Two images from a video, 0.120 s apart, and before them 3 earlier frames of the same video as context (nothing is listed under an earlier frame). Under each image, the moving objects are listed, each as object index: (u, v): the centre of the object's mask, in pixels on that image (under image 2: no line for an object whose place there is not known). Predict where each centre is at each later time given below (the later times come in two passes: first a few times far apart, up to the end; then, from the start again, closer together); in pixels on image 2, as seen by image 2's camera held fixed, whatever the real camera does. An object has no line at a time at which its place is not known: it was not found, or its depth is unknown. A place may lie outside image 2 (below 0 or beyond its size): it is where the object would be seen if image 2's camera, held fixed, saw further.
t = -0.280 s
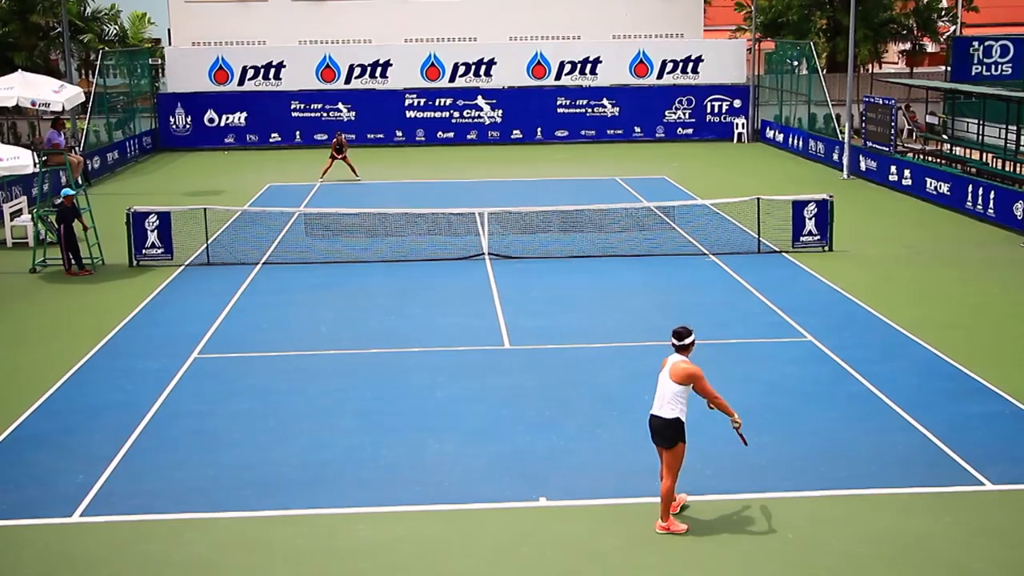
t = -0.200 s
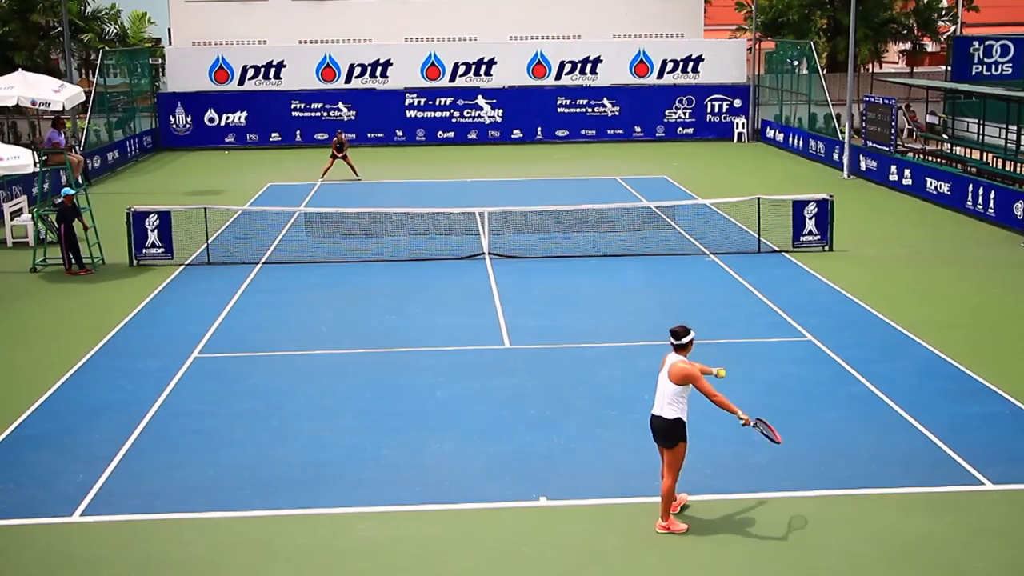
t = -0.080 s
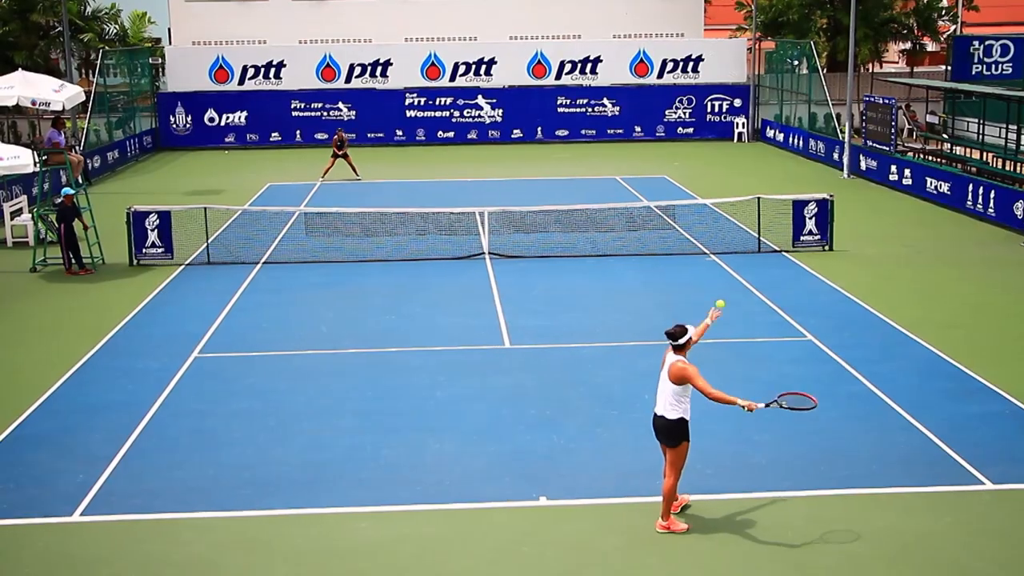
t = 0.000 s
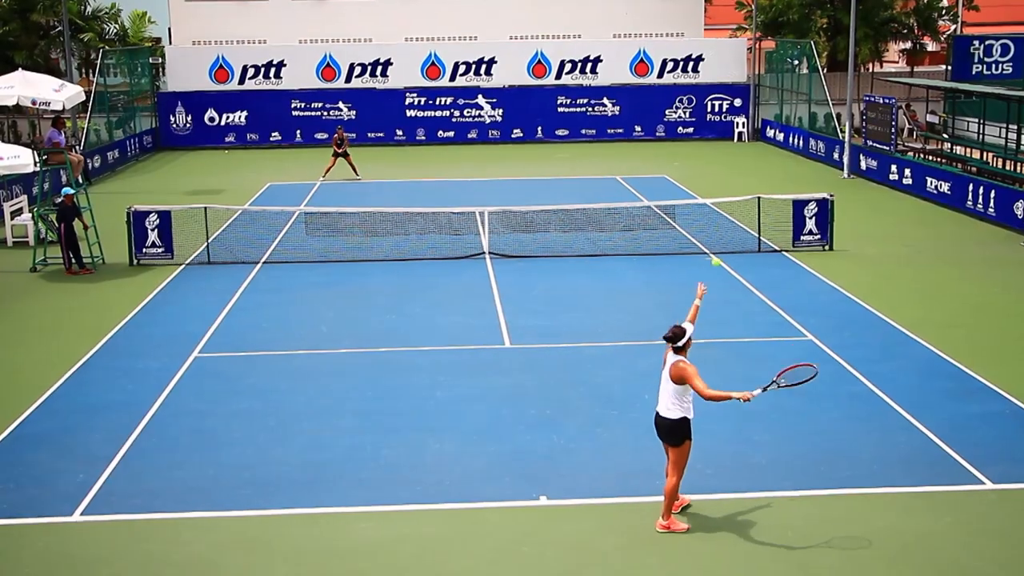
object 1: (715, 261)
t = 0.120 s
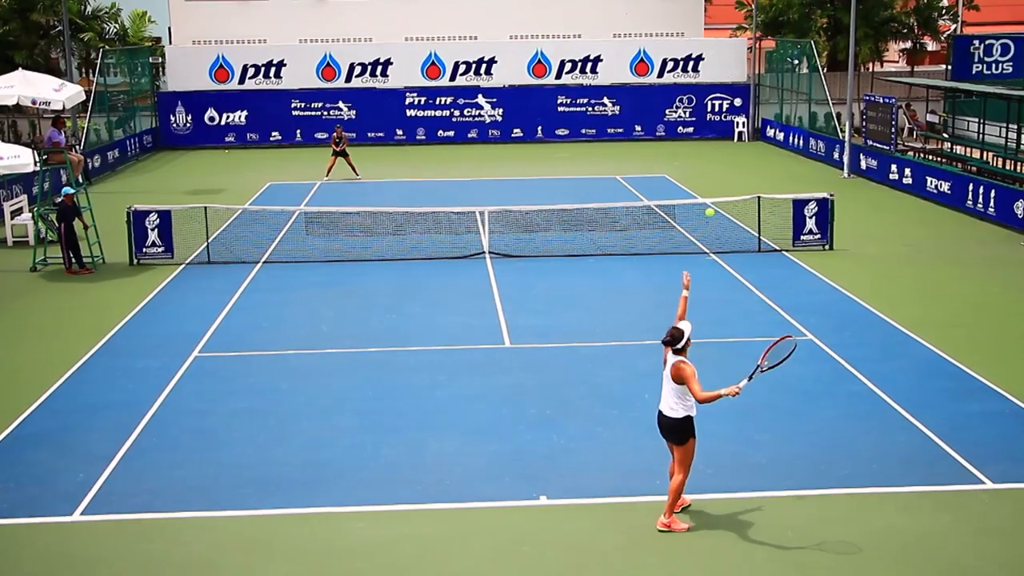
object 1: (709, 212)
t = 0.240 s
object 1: (703, 178)
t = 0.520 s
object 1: (685, 164)
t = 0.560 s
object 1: (683, 169)
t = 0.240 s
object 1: (703, 178)
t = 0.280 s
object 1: (700, 171)
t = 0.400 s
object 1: (693, 159)
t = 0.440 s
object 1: (690, 159)
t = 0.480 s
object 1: (688, 160)
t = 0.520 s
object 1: (685, 164)
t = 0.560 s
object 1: (683, 169)
